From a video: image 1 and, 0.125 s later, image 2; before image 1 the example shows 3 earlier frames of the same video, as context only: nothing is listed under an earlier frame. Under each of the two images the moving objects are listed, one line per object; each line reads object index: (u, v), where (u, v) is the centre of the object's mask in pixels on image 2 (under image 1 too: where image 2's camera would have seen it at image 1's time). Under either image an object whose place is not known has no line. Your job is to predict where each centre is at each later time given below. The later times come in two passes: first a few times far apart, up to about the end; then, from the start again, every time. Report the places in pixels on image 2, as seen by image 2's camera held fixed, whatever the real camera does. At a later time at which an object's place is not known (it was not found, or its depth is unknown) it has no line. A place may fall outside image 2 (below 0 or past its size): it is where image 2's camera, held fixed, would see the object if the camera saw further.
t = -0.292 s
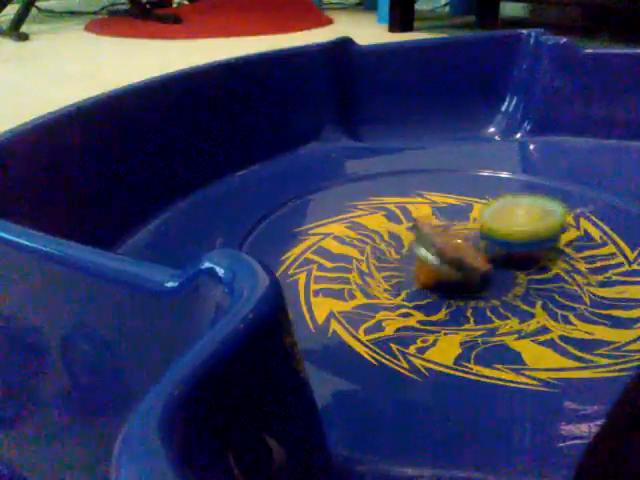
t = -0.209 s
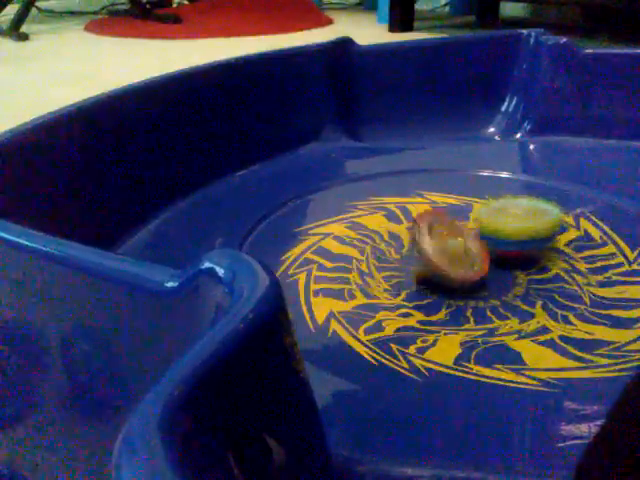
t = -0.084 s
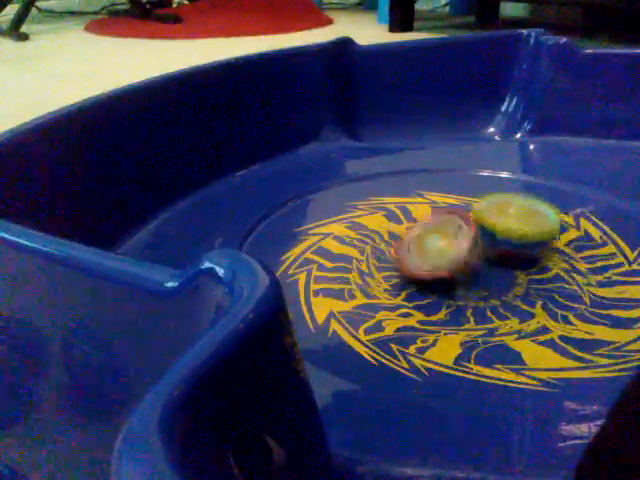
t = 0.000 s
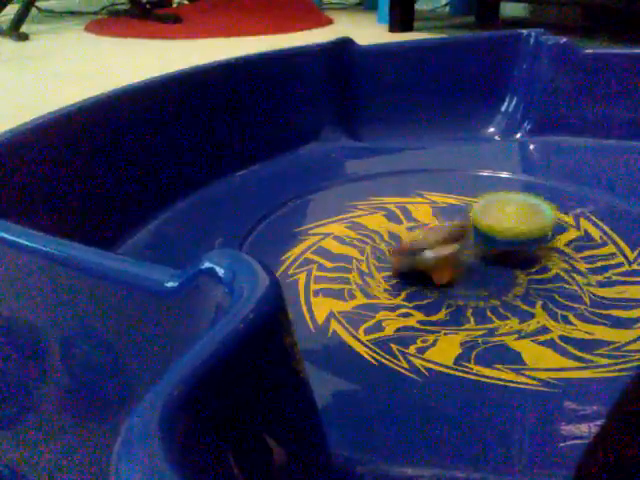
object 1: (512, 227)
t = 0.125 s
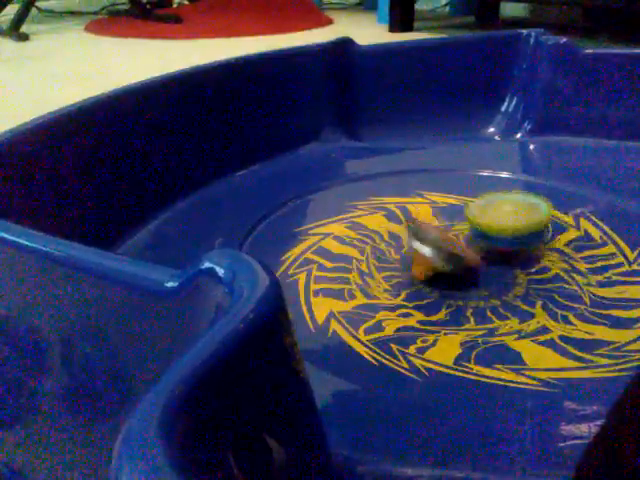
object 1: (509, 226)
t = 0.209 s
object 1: (510, 225)
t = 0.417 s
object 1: (503, 226)
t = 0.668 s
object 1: (510, 227)
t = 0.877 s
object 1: (502, 232)
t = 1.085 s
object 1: (472, 237)
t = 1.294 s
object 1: (465, 227)
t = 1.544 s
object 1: (463, 230)
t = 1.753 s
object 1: (459, 234)
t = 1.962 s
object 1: (460, 240)
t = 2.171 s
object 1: (473, 261)
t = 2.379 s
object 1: (466, 254)
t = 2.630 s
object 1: (472, 248)
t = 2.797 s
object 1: (472, 261)
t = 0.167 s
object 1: (509, 225)
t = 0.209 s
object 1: (510, 225)
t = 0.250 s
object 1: (510, 225)
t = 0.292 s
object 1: (508, 226)
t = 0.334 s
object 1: (505, 226)
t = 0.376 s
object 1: (505, 227)
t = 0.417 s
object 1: (503, 226)
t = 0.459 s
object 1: (498, 225)
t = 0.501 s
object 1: (497, 226)
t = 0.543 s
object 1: (495, 227)
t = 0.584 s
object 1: (503, 228)
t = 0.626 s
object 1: (509, 227)
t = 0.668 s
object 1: (510, 227)
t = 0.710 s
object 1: (507, 229)
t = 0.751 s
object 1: (506, 230)
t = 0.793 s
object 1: (505, 232)
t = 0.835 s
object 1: (503, 231)
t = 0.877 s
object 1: (502, 232)
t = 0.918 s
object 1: (495, 233)
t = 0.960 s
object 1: (488, 234)
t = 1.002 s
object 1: (484, 238)
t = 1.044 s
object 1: (478, 234)
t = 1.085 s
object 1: (472, 237)
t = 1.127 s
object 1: (469, 237)
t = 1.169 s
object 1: (467, 235)
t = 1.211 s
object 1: (466, 233)
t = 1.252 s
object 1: (464, 230)
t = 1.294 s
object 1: (465, 227)
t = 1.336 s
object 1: (465, 227)
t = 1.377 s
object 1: (461, 223)
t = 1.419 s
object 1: (461, 226)
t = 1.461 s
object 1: (462, 227)
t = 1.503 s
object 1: (461, 226)
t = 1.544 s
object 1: (463, 230)
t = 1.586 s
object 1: (462, 230)
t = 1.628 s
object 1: (461, 231)
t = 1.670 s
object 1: (459, 232)
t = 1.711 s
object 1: (461, 238)
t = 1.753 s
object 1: (459, 234)
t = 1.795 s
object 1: (459, 235)
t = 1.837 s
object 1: (456, 236)
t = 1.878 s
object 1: (460, 238)
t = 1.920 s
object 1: (463, 239)
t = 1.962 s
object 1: (460, 240)
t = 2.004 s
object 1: (460, 248)
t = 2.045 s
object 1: (468, 253)
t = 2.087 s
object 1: (470, 256)
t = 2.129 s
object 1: (472, 260)
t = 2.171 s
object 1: (473, 261)
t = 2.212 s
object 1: (469, 262)
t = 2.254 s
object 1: (468, 262)
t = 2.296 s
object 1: (466, 262)
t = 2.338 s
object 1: (466, 262)
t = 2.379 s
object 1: (466, 254)
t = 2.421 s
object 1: (466, 257)
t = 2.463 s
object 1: (469, 256)
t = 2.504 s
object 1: (470, 254)
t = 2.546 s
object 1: (472, 252)
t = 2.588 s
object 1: (471, 249)
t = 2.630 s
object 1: (472, 248)
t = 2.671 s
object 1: (469, 248)
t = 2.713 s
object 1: (472, 251)
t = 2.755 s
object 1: (471, 251)
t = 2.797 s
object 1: (472, 261)
